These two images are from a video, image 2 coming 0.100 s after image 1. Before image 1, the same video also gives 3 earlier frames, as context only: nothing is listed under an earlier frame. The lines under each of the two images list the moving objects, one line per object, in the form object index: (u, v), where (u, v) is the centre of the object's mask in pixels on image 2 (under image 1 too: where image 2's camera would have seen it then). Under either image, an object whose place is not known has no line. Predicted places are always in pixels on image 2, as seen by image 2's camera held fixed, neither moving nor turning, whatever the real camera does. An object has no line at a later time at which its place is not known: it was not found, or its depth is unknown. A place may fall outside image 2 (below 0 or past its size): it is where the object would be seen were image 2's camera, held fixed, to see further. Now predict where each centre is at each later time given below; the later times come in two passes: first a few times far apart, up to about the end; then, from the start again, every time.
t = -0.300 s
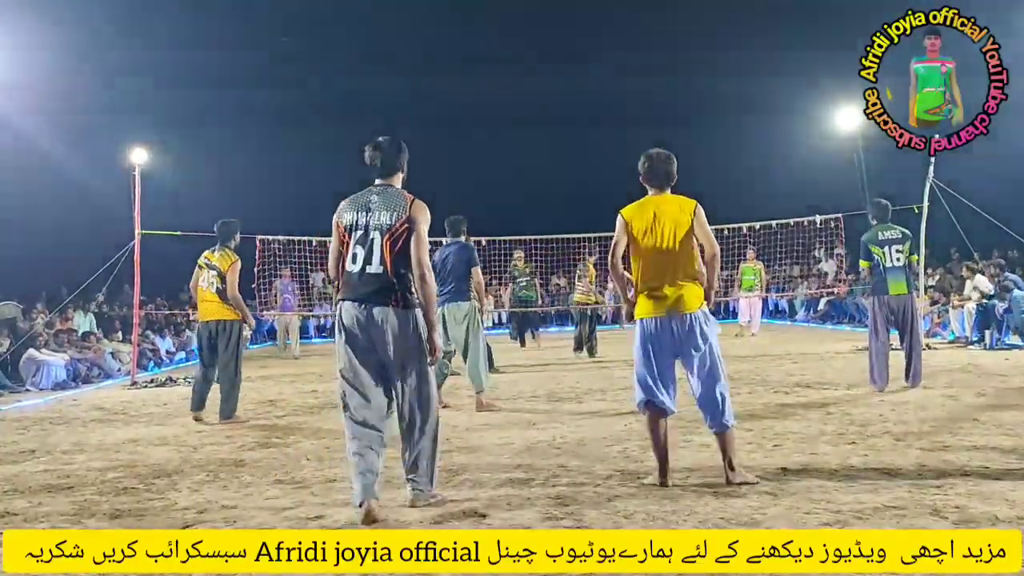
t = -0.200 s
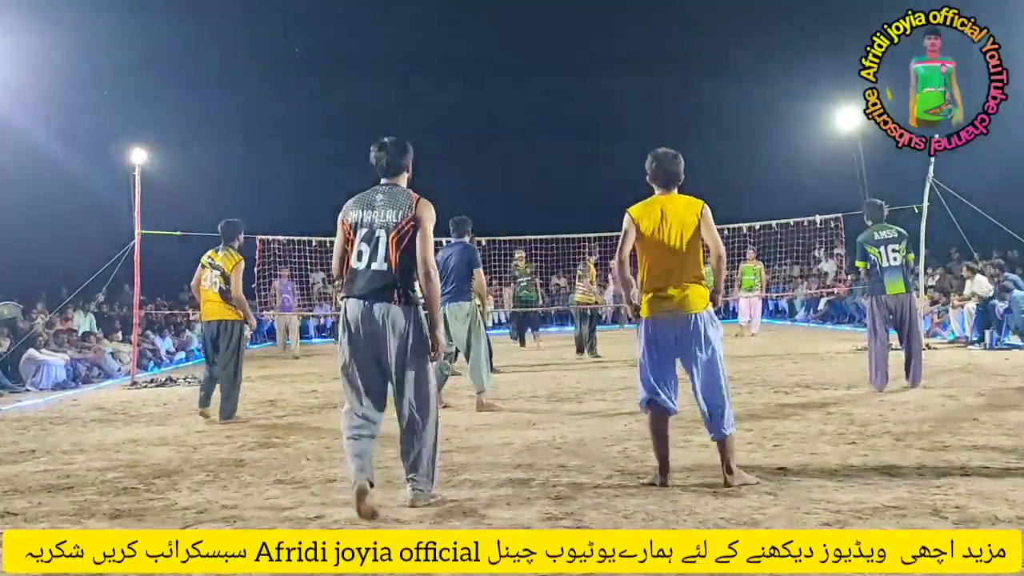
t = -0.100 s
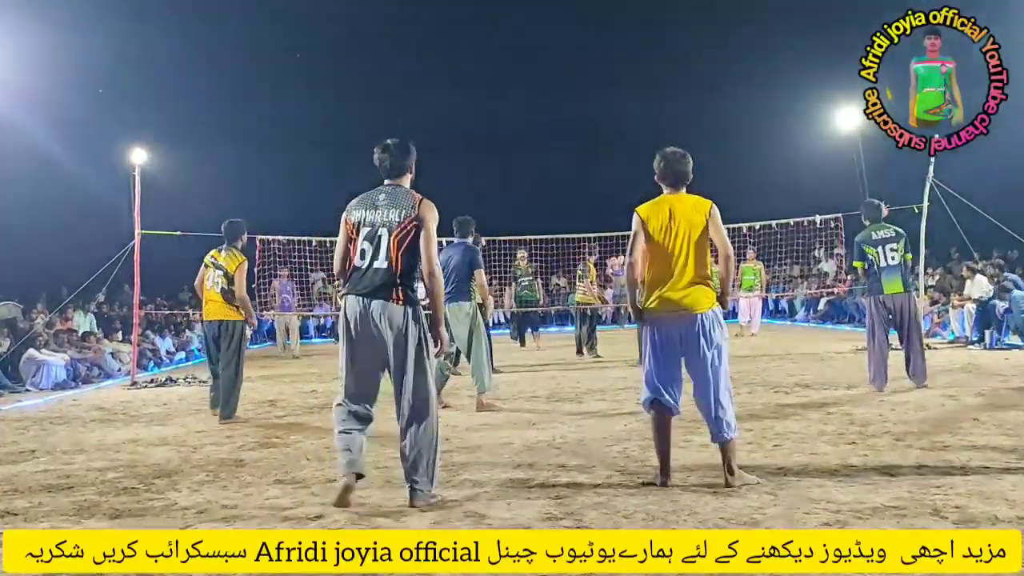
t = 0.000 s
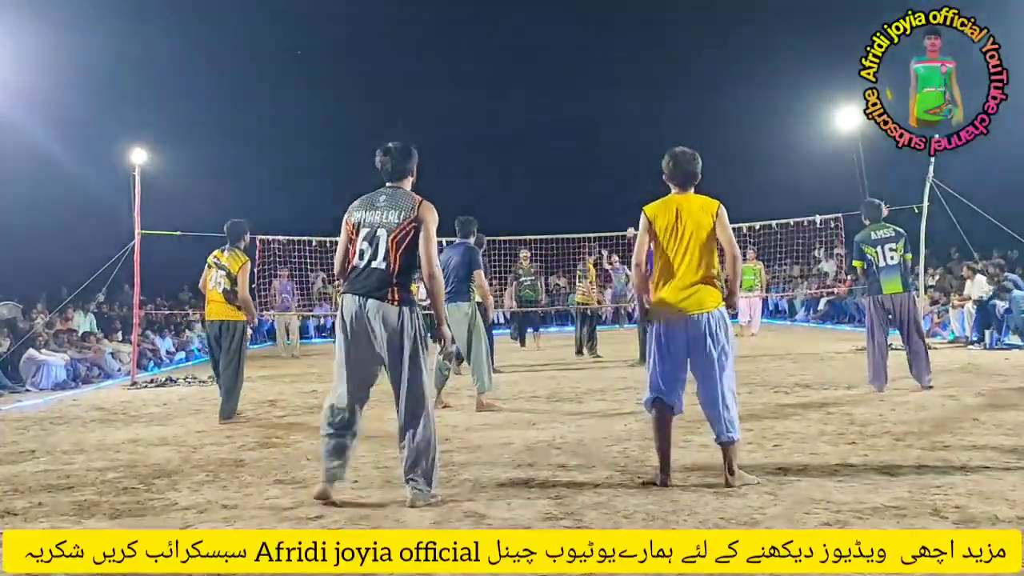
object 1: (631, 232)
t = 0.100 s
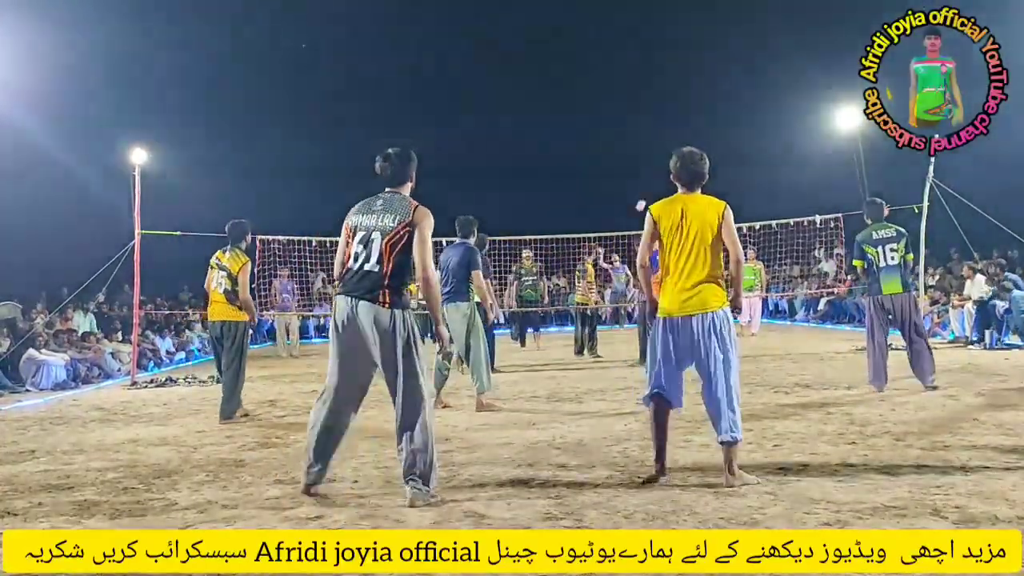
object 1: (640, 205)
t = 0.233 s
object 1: (656, 172)
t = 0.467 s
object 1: (692, 123)
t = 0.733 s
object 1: (759, 96)
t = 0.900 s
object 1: (825, 108)
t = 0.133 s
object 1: (644, 197)
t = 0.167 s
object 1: (648, 189)
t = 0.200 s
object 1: (652, 180)
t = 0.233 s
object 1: (656, 172)
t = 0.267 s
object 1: (660, 165)
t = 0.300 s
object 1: (665, 157)
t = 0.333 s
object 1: (669, 150)
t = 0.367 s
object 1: (674, 143)
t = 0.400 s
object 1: (680, 135)
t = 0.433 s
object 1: (685, 129)
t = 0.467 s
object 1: (692, 123)
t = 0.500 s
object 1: (699, 118)
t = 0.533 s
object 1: (705, 113)
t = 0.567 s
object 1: (713, 108)
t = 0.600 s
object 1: (721, 104)
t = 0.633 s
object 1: (729, 101)
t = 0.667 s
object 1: (739, 98)
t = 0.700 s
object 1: (749, 97)
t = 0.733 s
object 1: (759, 96)
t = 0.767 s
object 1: (771, 96)
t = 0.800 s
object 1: (783, 97)
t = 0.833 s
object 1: (797, 100)
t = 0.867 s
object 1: (811, 103)
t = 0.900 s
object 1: (825, 108)
